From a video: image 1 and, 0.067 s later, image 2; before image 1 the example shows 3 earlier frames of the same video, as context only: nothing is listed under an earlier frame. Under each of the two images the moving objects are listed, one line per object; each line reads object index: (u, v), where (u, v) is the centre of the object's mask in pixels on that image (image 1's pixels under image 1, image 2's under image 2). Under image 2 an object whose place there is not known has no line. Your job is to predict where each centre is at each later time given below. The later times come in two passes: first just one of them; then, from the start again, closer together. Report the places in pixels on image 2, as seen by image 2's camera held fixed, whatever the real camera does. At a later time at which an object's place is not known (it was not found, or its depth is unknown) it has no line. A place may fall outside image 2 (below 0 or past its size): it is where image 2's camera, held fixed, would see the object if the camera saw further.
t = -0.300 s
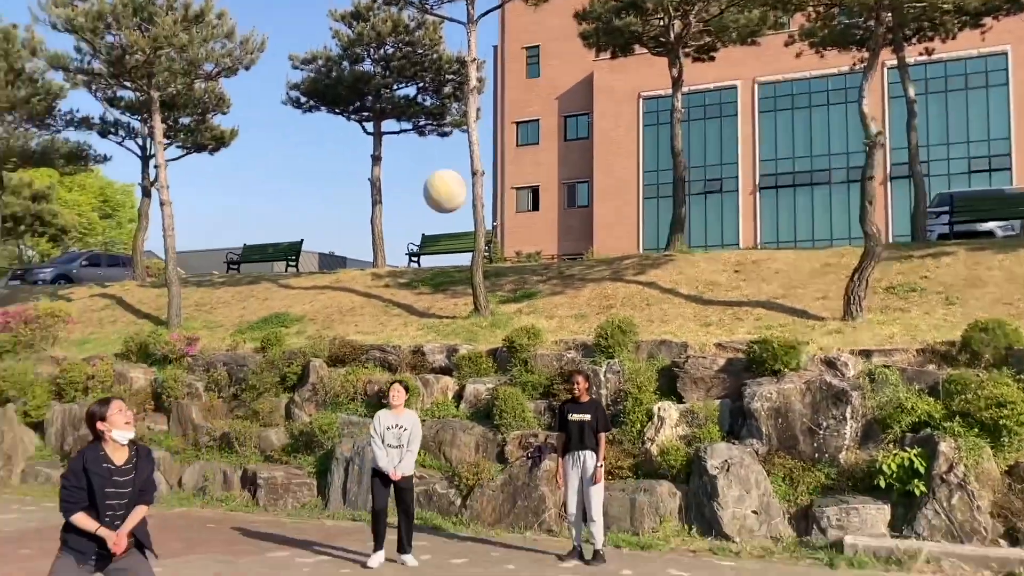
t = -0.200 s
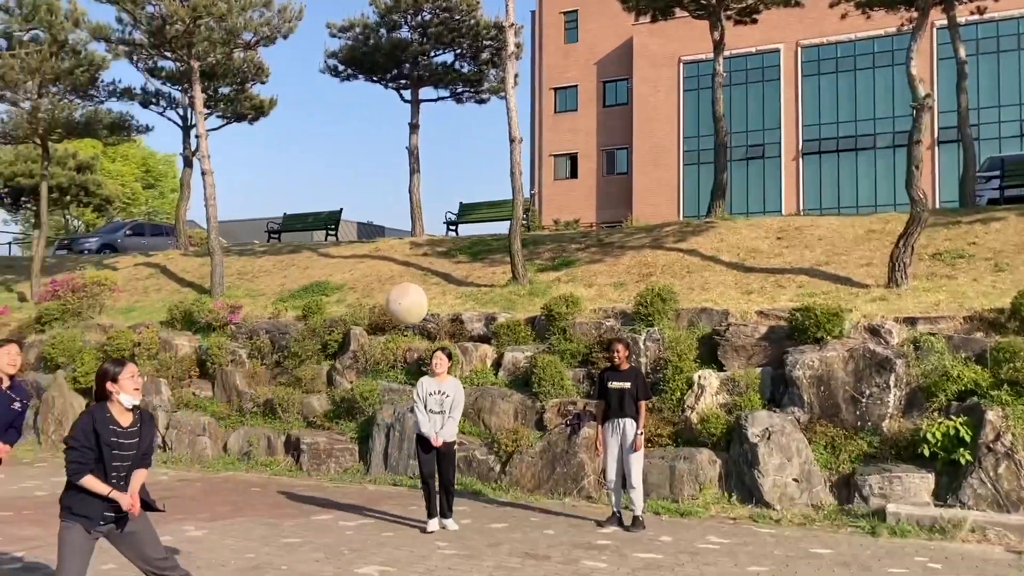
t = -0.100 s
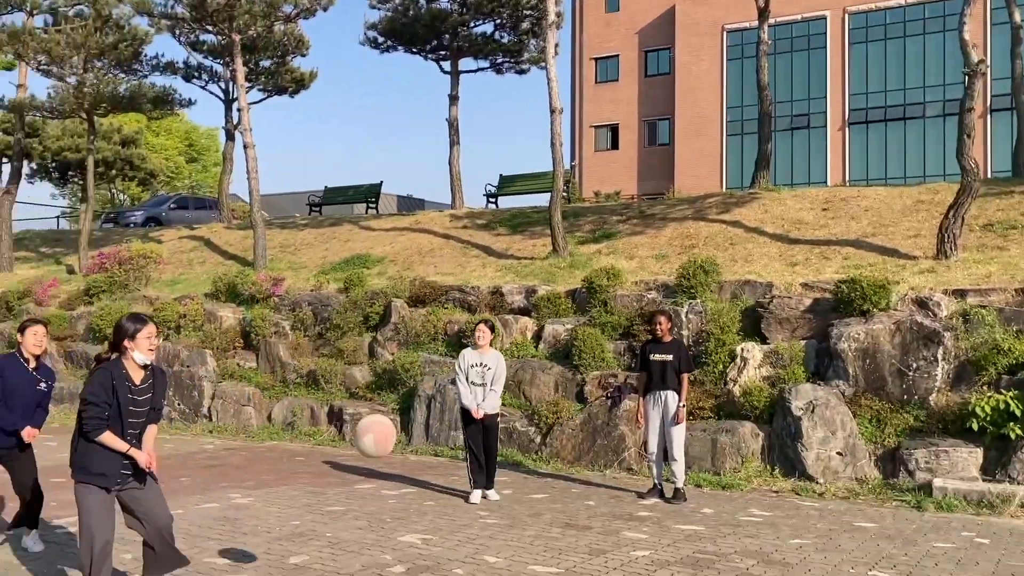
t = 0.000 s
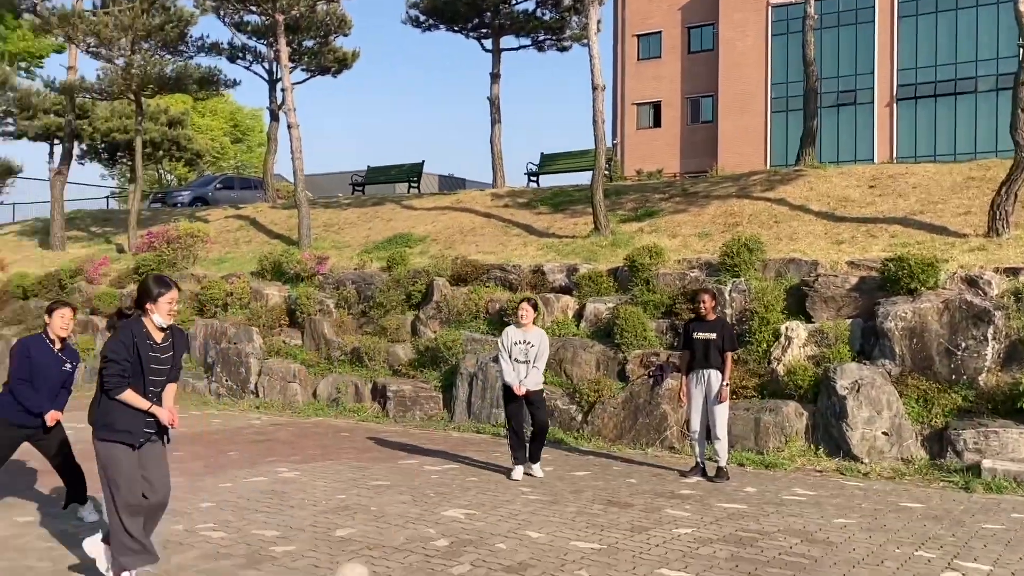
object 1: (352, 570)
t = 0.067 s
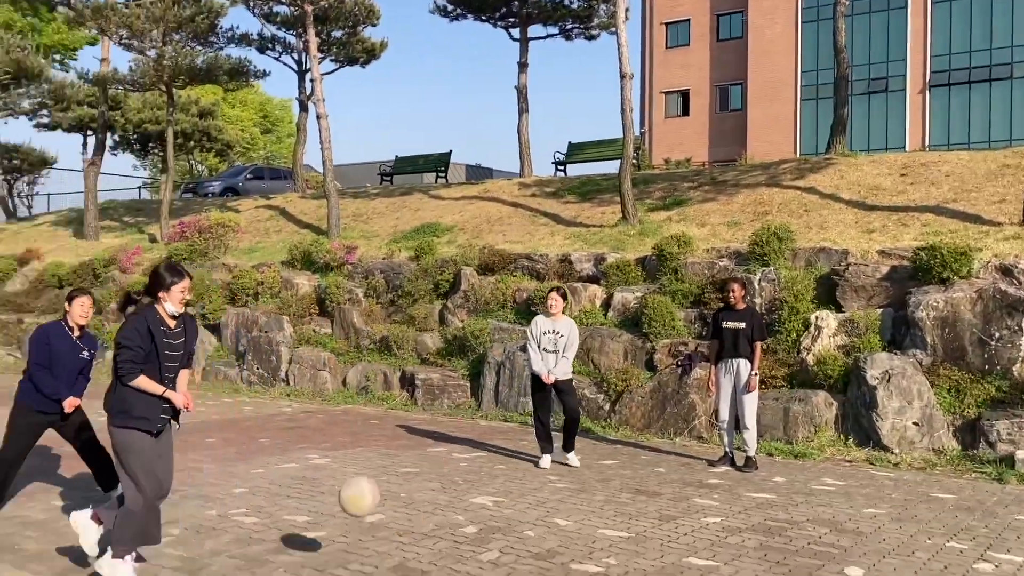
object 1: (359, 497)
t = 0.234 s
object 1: (308, 337)
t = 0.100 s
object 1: (347, 460)
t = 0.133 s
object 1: (336, 426)
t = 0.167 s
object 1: (326, 393)
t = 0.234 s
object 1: (308, 337)
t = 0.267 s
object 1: (299, 312)
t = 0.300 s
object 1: (290, 289)
